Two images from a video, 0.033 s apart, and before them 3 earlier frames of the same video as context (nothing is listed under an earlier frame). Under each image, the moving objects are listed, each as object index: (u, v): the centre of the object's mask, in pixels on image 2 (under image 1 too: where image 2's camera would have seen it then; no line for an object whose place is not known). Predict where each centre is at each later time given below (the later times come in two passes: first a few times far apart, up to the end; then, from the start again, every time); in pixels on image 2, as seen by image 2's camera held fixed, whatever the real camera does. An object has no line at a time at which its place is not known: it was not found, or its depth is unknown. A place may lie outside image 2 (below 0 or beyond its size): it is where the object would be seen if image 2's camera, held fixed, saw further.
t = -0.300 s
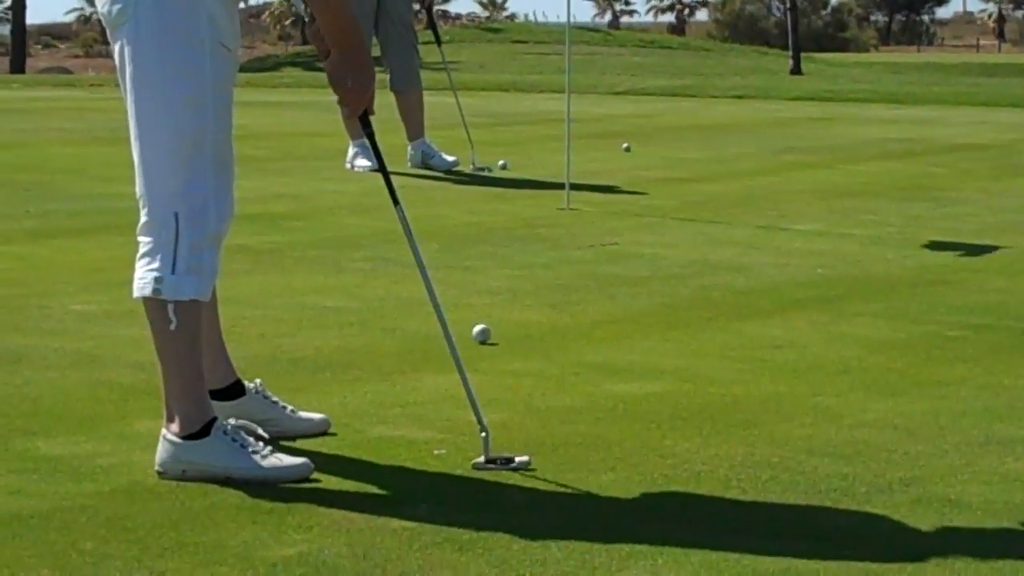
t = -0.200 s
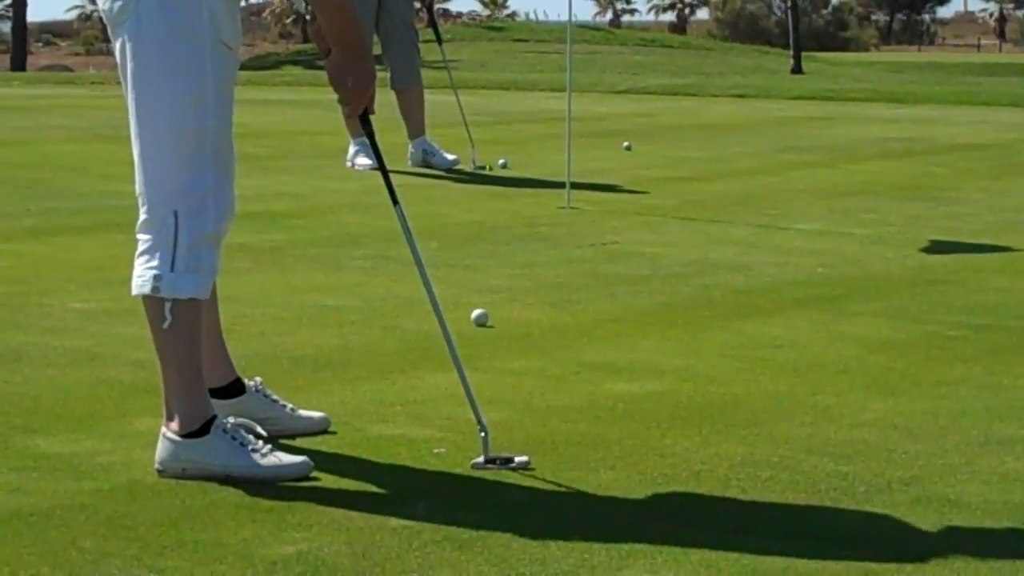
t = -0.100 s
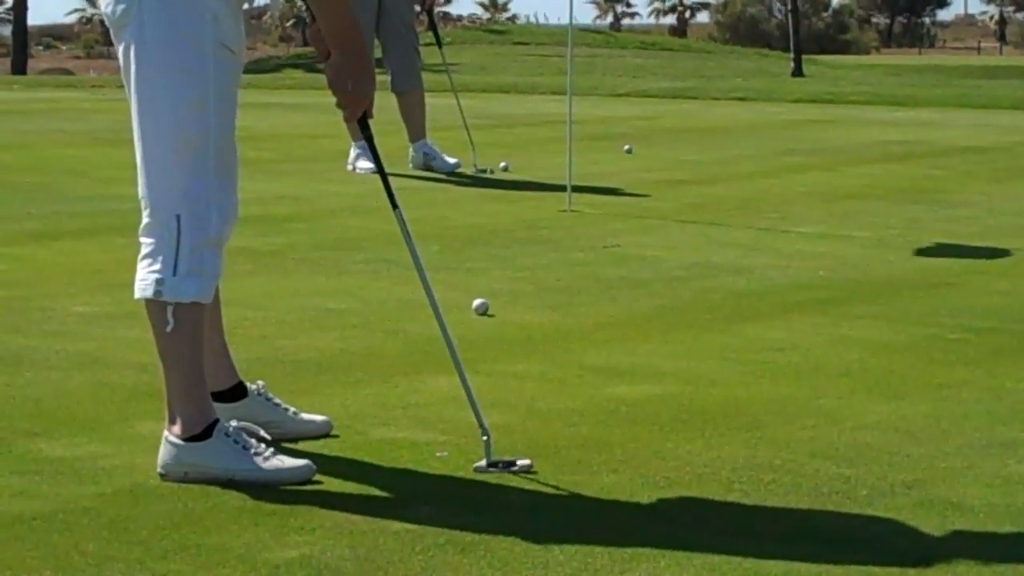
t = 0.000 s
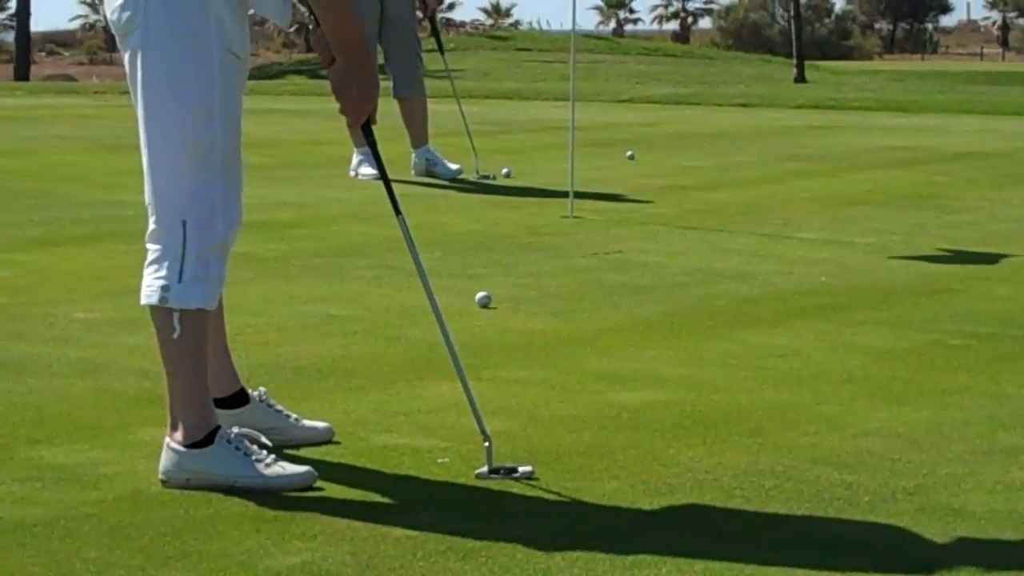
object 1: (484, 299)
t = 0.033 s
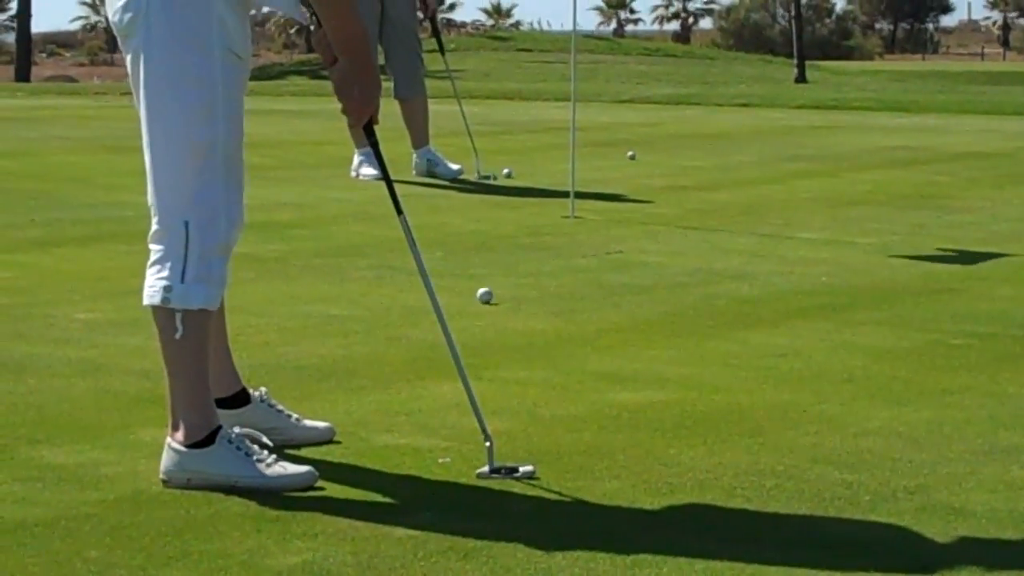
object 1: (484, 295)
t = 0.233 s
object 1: (487, 275)
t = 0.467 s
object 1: (493, 257)
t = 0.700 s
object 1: (500, 242)
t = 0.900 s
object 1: (503, 231)
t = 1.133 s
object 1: (507, 222)
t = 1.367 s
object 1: (510, 214)
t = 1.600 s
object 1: (514, 208)
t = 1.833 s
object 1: (518, 203)
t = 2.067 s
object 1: (523, 199)
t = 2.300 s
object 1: (529, 197)
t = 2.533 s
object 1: (531, 195)
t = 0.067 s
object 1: (485, 291)
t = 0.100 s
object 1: (485, 290)
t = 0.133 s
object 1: (485, 284)
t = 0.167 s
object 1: (486, 282)
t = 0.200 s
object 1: (486, 278)
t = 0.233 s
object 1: (487, 275)
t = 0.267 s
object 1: (487, 274)
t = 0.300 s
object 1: (488, 270)
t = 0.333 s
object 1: (489, 268)
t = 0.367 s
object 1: (490, 265)
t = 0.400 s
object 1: (491, 263)
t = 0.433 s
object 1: (492, 261)
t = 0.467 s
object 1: (493, 257)
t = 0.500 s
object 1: (494, 256)
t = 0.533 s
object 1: (495, 253)
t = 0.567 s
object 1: (496, 251)
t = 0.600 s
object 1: (497, 249)
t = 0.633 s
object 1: (498, 246)
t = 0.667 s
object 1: (499, 244)
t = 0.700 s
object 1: (500, 242)
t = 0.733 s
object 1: (500, 241)
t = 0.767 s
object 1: (501, 238)
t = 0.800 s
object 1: (501, 238)
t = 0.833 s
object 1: (502, 235)
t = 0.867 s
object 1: (503, 234)
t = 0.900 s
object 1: (503, 231)
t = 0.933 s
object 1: (504, 230)
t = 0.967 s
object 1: (504, 228)
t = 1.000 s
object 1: (504, 227)
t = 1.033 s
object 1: (505, 226)
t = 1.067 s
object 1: (506, 224)
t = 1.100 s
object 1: (506, 223)
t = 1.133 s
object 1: (507, 222)
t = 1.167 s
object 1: (507, 220)
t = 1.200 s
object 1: (508, 220)
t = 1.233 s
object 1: (508, 218)
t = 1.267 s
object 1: (509, 216)
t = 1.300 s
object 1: (509, 216)
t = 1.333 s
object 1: (510, 215)
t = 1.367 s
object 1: (510, 214)
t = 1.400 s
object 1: (511, 213)
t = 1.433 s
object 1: (511, 212)
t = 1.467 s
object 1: (512, 211)
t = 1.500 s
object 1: (512, 210)
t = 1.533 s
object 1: (513, 209)
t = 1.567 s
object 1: (514, 208)
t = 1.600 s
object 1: (514, 208)
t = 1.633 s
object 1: (514, 206)
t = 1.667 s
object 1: (515, 206)
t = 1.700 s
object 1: (515, 206)
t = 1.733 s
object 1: (516, 204)
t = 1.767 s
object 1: (517, 204)
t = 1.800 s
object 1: (517, 203)
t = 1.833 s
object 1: (518, 203)
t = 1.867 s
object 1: (519, 202)
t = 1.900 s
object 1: (520, 202)
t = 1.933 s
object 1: (520, 201)
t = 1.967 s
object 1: (521, 201)
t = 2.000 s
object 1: (522, 200)
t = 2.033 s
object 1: (523, 199)
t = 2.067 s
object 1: (523, 199)
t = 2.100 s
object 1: (524, 199)
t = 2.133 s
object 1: (525, 199)
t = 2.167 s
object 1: (526, 198)
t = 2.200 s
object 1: (527, 197)
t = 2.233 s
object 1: (527, 197)
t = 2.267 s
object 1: (528, 197)
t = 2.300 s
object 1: (529, 197)
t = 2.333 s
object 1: (529, 196)
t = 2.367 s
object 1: (530, 196)
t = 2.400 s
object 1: (530, 196)
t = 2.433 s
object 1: (531, 195)
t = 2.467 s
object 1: (531, 195)
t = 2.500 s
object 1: (531, 195)
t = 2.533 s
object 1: (531, 195)
